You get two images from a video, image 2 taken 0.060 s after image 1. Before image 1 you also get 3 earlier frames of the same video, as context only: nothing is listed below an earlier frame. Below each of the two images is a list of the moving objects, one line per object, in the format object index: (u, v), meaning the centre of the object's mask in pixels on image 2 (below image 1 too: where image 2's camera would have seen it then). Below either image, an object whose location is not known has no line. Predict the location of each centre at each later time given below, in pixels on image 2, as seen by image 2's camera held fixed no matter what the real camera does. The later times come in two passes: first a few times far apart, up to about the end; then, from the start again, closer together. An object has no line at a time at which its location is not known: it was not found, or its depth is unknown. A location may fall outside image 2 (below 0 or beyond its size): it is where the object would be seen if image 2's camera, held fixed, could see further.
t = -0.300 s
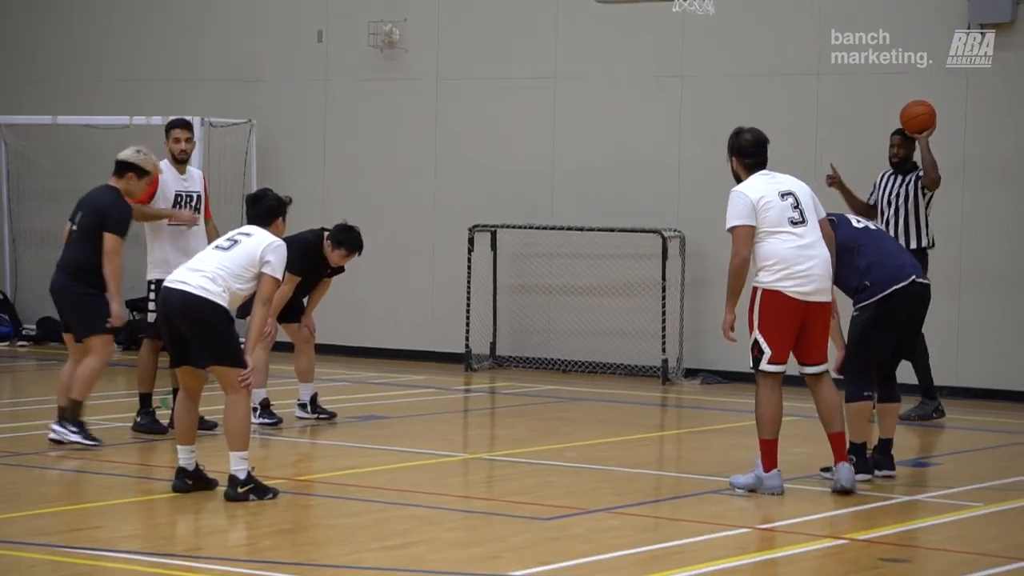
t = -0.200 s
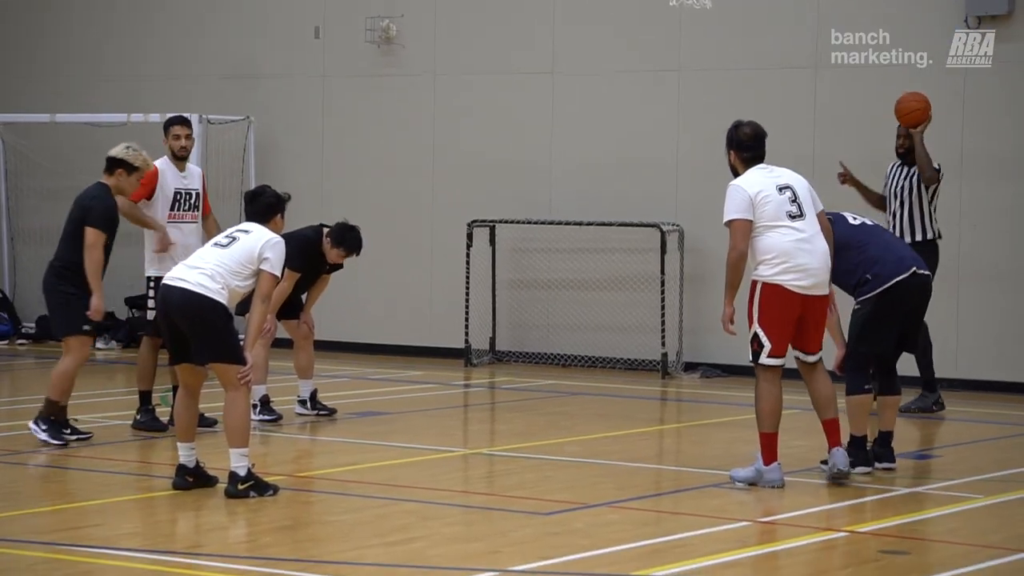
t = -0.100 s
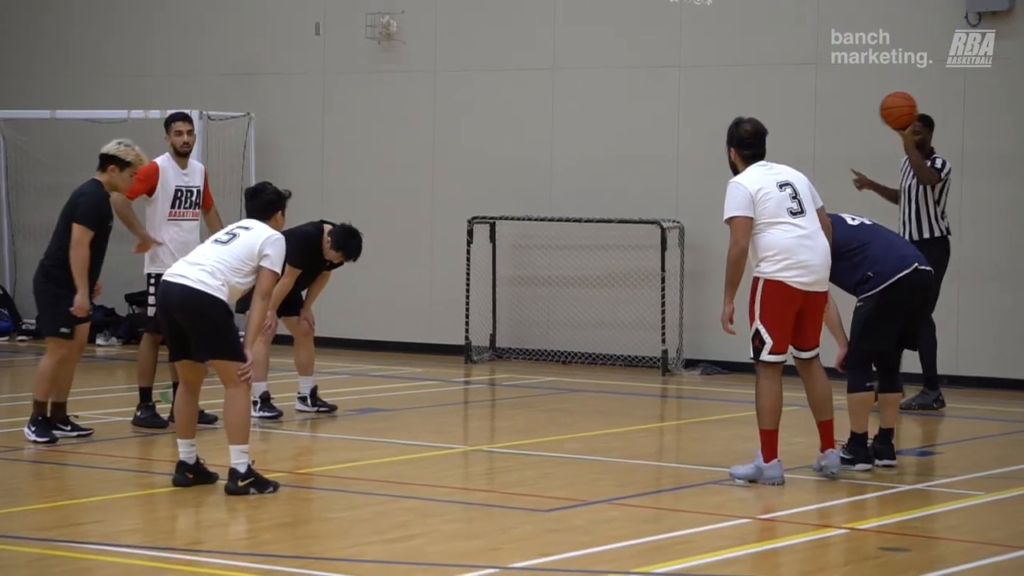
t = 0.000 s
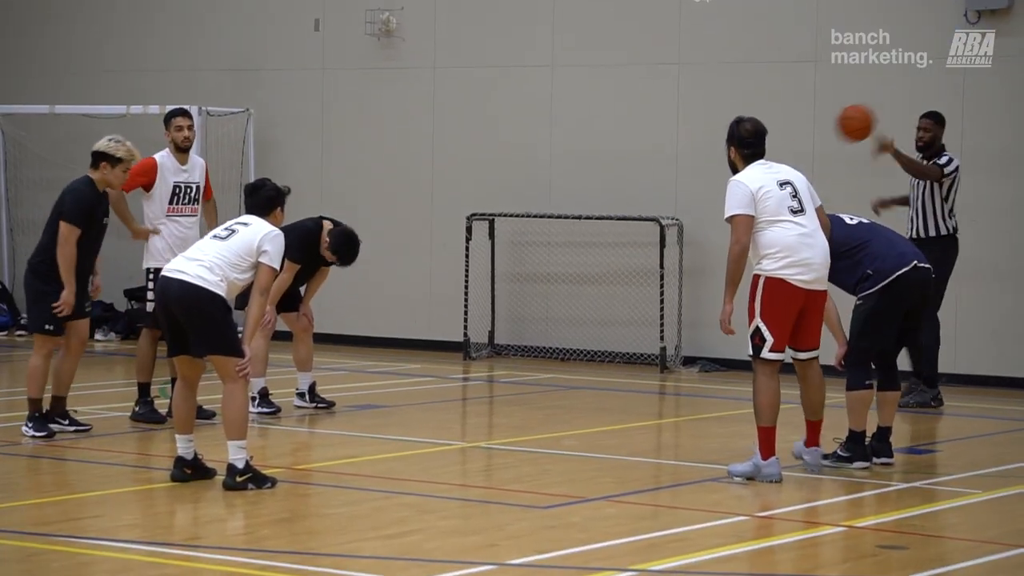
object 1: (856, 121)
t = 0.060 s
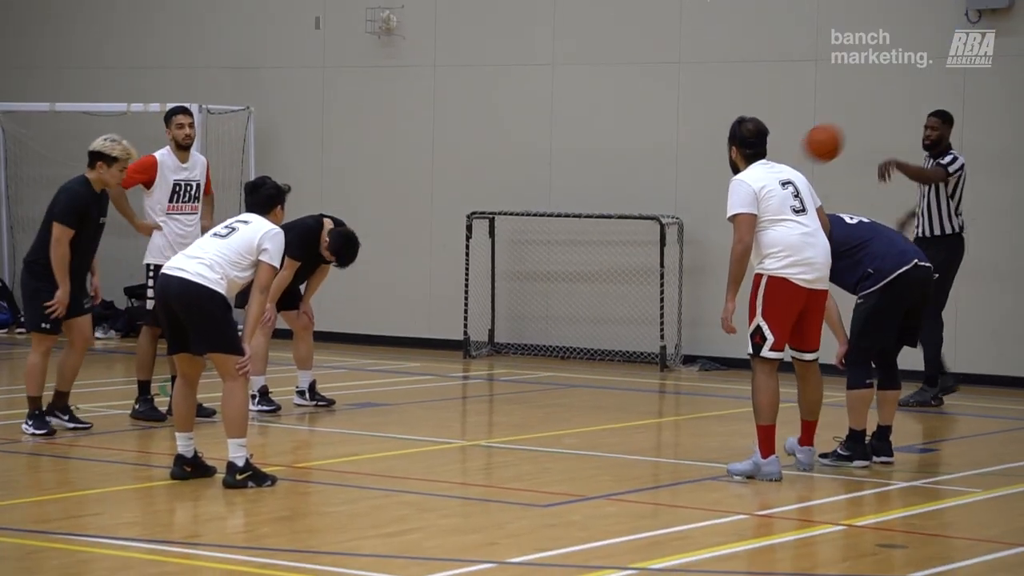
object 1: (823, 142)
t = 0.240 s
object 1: (718, 245)
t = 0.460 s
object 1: (587, 394)
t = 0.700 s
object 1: (511, 248)
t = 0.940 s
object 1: (426, 200)
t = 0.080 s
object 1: (813, 150)
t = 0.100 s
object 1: (802, 158)
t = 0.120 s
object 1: (795, 161)
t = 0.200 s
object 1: (731, 221)
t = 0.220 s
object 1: (727, 232)
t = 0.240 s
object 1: (718, 245)
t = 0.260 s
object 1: (705, 261)
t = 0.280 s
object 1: (694, 276)
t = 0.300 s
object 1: (681, 294)
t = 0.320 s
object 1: (667, 312)
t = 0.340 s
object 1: (653, 331)
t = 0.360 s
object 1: (639, 351)
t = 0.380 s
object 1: (627, 373)
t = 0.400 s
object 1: (613, 395)
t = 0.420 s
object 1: (600, 415)
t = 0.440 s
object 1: (592, 408)
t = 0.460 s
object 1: (587, 394)
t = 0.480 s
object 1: (581, 379)
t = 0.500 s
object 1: (574, 363)
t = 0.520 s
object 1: (568, 348)
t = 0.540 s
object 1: (562, 335)
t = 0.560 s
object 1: (555, 321)
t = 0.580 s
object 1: (549, 309)
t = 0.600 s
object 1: (543, 298)
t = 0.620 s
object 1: (536, 287)
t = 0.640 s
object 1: (530, 276)
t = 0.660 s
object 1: (524, 267)
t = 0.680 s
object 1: (518, 257)
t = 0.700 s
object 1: (511, 248)
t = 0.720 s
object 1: (504, 241)
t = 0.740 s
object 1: (497, 234)
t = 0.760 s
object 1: (490, 226)
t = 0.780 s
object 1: (483, 221)
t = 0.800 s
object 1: (476, 216)
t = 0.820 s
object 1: (469, 212)
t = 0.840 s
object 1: (462, 208)
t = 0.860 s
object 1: (456, 205)
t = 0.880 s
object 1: (448, 203)
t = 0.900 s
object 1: (441, 202)
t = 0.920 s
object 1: (434, 201)
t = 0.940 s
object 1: (426, 200)
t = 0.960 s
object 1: (419, 201)
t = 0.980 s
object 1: (411, 203)
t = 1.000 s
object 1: (404, 205)
